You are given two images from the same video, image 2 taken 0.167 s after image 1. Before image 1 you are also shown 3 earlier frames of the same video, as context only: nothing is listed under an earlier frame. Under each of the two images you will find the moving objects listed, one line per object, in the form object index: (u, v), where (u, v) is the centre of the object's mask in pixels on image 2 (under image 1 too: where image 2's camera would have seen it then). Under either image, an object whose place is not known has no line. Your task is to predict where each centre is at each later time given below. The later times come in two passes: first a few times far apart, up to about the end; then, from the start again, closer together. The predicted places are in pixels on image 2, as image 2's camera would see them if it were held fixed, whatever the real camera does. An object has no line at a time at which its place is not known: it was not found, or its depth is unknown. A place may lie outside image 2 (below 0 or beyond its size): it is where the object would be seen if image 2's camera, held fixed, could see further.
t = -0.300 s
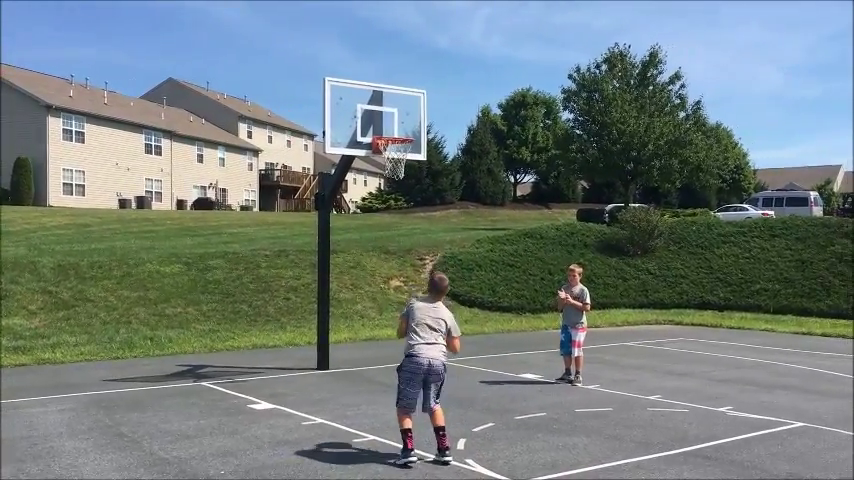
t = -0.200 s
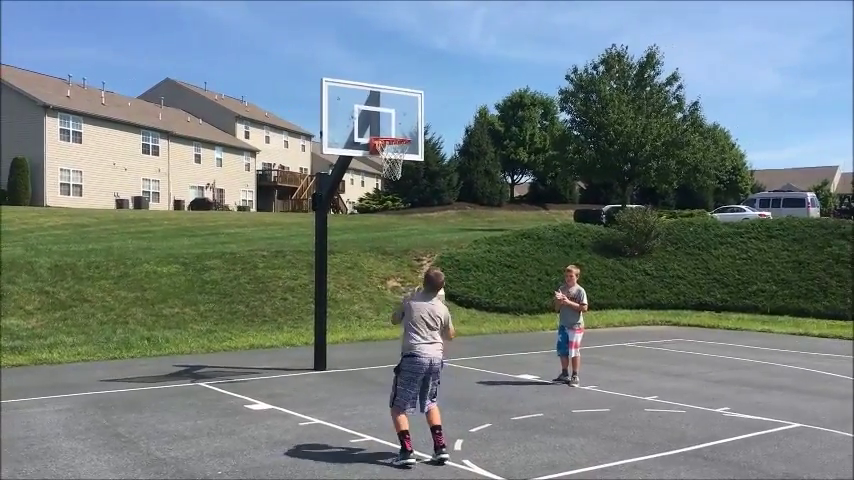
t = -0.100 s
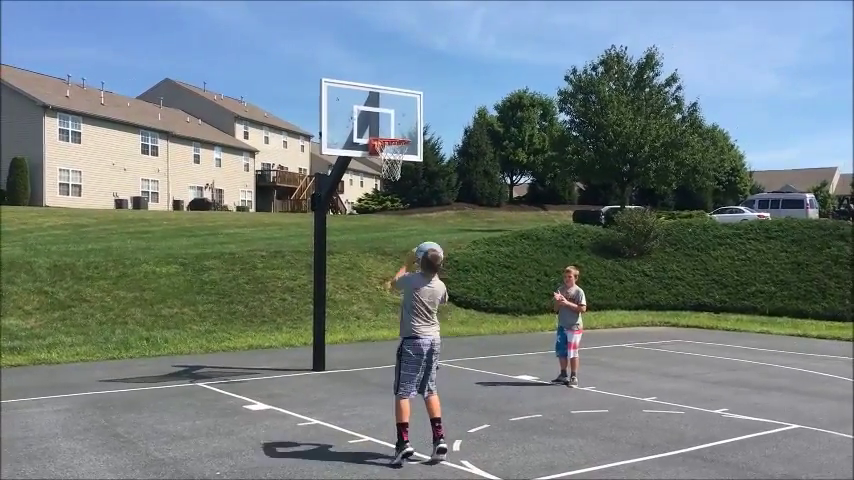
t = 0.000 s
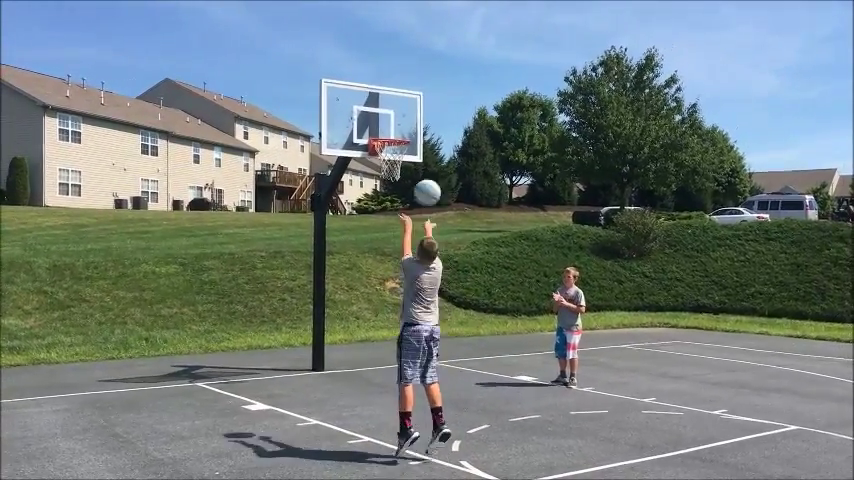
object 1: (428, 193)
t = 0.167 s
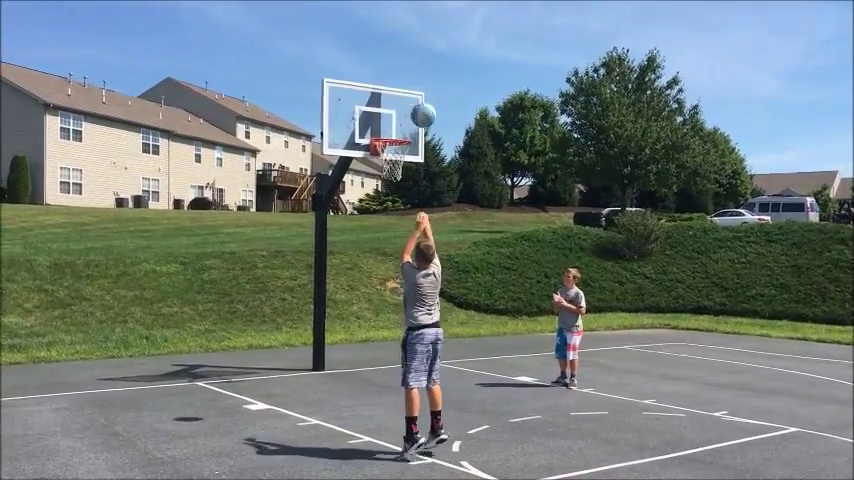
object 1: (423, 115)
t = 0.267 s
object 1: (420, 86)
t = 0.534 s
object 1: (411, 64)
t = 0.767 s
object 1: (404, 98)
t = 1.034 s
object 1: (397, 161)
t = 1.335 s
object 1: (379, 203)
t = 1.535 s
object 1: (366, 270)
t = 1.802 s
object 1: (350, 354)
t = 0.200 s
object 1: (422, 104)
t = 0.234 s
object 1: (420, 94)
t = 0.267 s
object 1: (420, 86)
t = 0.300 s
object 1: (419, 79)
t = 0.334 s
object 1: (418, 74)
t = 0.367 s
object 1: (416, 69)
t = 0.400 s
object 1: (415, 66)
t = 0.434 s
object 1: (414, 64)
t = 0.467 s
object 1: (413, 63)
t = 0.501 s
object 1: (412, 63)
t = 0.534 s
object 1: (411, 64)
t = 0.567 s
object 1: (410, 66)
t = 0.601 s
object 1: (409, 69)
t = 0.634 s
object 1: (408, 74)
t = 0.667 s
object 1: (407, 78)
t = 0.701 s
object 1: (406, 83)
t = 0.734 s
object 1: (405, 91)
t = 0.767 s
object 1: (404, 98)
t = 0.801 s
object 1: (403, 106)
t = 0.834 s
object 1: (402, 114)
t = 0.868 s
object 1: (401, 124)
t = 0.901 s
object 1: (401, 132)
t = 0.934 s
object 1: (400, 144)
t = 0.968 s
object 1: (398, 153)
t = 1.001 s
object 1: (398, 155)
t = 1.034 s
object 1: (397, 161)
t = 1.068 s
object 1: (394, 161)
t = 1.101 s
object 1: (392, 163)
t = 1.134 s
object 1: (391, 167)
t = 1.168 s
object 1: (389, 170)
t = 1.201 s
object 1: (387, 176)
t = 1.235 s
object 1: (385, 181)
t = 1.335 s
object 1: (379, 203)
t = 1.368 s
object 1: (377, 211)
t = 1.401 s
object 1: (374, 222)
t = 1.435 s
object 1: (372, 232)
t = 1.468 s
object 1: (370, 243)
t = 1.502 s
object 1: (369, 255)
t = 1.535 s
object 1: (366, 270)
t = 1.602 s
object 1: (361, 297)
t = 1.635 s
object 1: (360, 313)
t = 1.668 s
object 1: (357, 330)
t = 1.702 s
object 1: (355, 348)
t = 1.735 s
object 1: (353, 366)
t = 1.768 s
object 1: (351, 369)
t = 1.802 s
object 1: (350, 354)
